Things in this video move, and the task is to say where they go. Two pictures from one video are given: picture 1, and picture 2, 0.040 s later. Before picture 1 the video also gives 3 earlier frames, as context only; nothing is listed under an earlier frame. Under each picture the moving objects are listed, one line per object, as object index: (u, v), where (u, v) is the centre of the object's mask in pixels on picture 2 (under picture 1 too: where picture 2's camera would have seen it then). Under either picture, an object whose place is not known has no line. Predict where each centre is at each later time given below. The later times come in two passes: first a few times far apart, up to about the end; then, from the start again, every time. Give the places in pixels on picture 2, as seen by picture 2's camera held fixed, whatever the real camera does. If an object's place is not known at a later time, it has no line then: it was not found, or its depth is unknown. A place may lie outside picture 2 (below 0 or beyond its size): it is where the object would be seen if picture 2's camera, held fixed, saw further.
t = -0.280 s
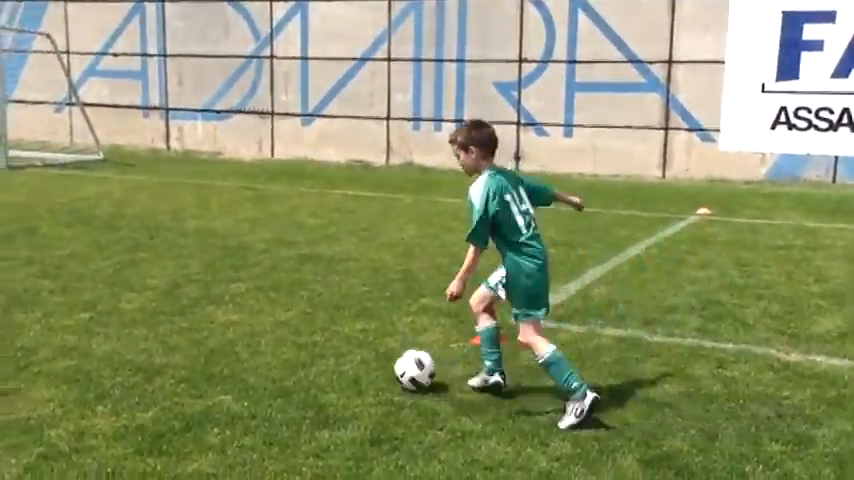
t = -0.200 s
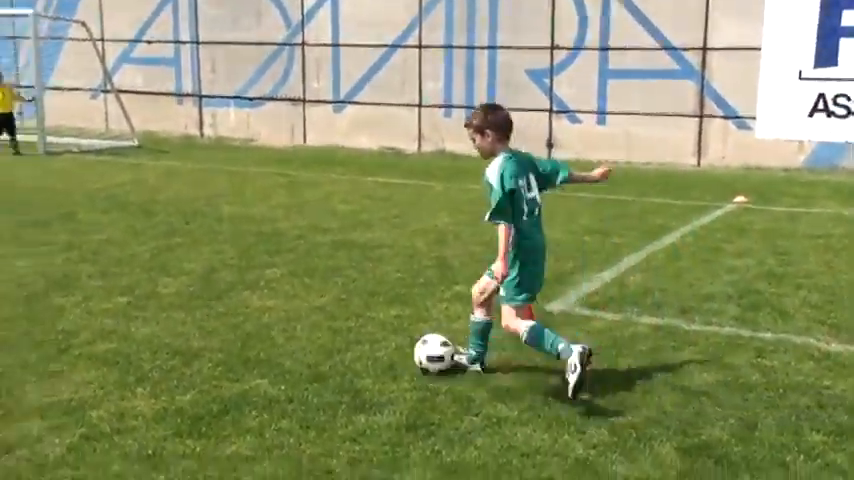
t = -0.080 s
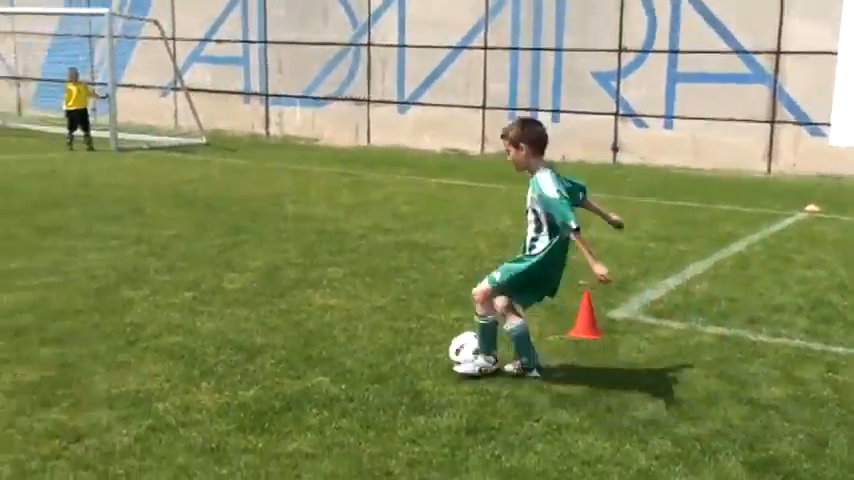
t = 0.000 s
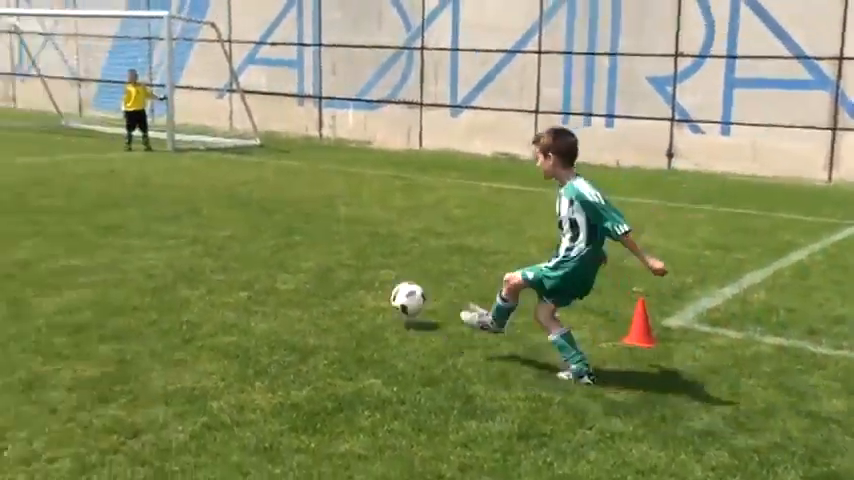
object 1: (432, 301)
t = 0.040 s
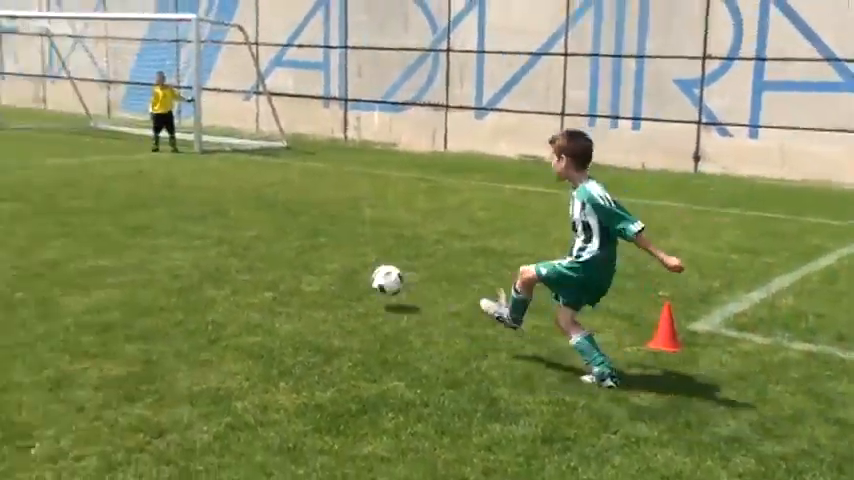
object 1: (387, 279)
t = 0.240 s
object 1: (234, 229)
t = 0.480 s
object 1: (145, 194)
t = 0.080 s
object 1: (348, 264)
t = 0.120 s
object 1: (313, 251)
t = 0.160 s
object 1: (283, 242)
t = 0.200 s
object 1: (256, 235)
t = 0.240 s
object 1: (234, 229)
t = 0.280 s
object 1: (215, 219)
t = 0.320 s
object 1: (199, 211)
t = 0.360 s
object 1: (183, 207)
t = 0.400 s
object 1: (169, 203)
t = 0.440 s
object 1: (157, 199)
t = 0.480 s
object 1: (145, 194)
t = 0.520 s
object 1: (136, 190)
